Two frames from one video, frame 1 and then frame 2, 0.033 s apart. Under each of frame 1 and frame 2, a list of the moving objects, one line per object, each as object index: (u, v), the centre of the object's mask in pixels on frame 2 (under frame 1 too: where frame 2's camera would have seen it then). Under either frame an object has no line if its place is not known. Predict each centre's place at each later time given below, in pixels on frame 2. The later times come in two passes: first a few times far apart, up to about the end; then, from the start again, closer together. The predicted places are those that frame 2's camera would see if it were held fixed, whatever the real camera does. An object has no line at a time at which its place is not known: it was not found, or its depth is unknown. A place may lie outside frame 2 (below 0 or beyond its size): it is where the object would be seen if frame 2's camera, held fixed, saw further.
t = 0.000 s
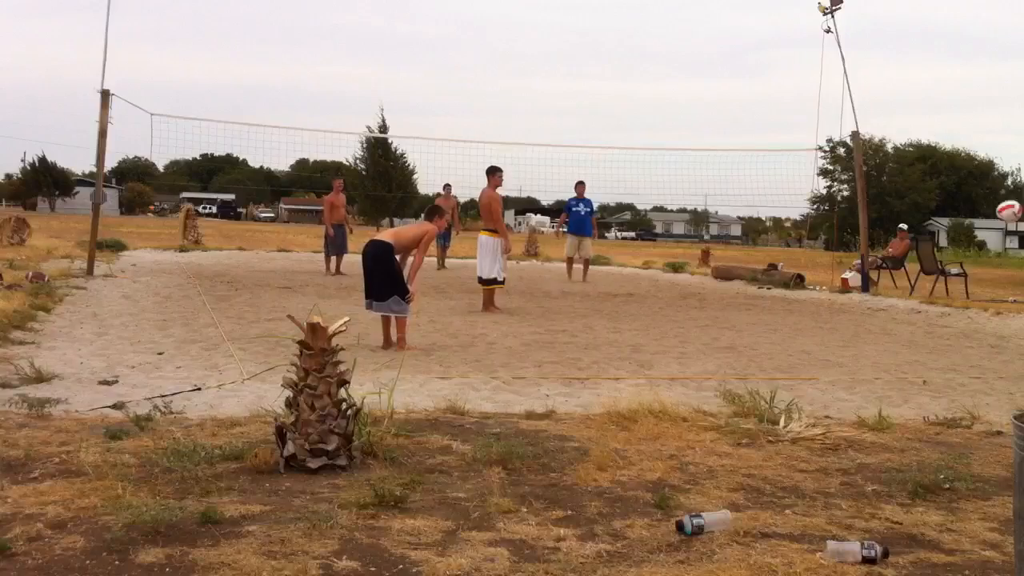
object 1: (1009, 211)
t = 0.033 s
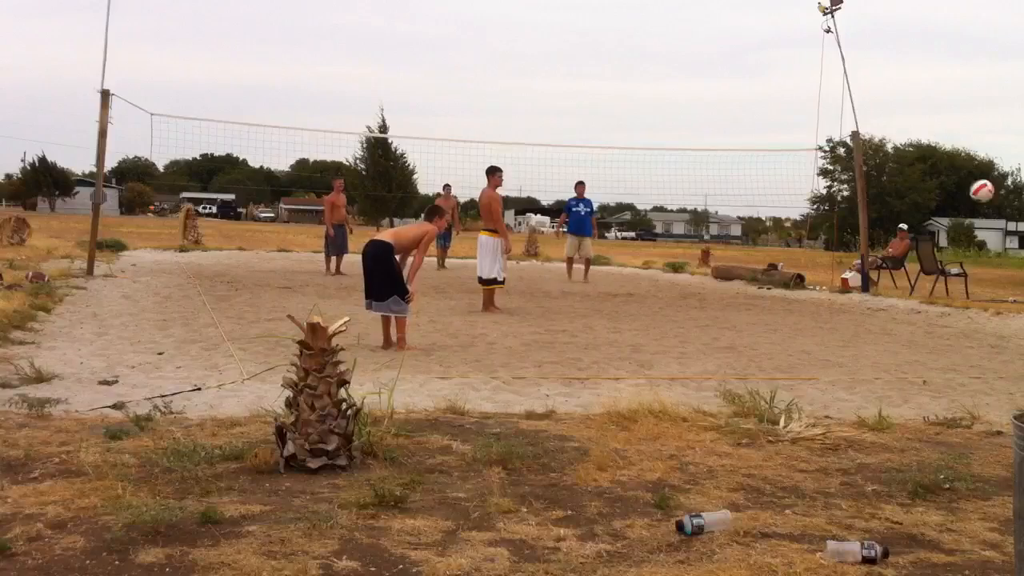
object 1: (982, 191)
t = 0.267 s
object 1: (823, 98)
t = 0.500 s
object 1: (705, 74)
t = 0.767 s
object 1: (606, 99)
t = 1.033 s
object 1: (531, 159)
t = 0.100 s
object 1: (931, 155)
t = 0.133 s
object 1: (906, 141)
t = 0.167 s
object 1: (884, 129)
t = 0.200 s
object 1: (863, 117)
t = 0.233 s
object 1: (842, 107)
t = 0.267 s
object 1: (823, 98)
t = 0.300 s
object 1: (804, 91)
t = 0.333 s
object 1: (785, 85)
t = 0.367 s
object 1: (768, 81)
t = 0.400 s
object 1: (751, 78)
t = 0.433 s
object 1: (735, 75)
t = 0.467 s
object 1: (719, 74)
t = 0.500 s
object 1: (705, 74)
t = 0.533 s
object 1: (691, 75)
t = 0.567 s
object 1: (677, 77)
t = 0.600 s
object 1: (664, 79)
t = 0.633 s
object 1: (651, 82)
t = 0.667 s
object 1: (640, 86)
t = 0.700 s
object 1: (628, 90)
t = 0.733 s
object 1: (617, 94)
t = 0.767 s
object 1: (606, 99)
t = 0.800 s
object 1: (596, 105)
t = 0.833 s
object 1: (586, 111)
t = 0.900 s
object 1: (567, 125)
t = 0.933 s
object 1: (557, 133)
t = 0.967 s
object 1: (548, 141)
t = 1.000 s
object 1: (540, 150)
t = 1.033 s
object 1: (531, 159)
